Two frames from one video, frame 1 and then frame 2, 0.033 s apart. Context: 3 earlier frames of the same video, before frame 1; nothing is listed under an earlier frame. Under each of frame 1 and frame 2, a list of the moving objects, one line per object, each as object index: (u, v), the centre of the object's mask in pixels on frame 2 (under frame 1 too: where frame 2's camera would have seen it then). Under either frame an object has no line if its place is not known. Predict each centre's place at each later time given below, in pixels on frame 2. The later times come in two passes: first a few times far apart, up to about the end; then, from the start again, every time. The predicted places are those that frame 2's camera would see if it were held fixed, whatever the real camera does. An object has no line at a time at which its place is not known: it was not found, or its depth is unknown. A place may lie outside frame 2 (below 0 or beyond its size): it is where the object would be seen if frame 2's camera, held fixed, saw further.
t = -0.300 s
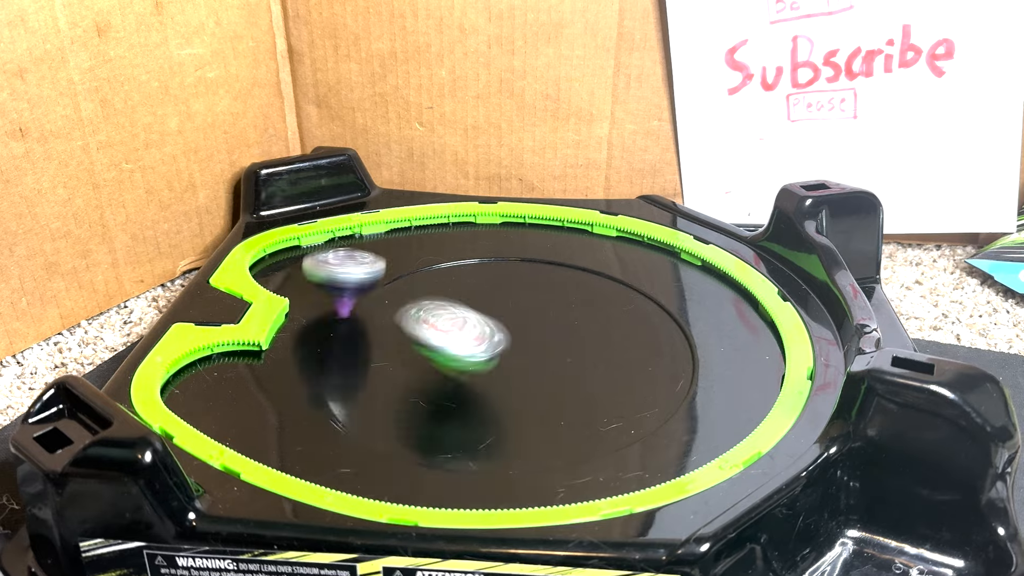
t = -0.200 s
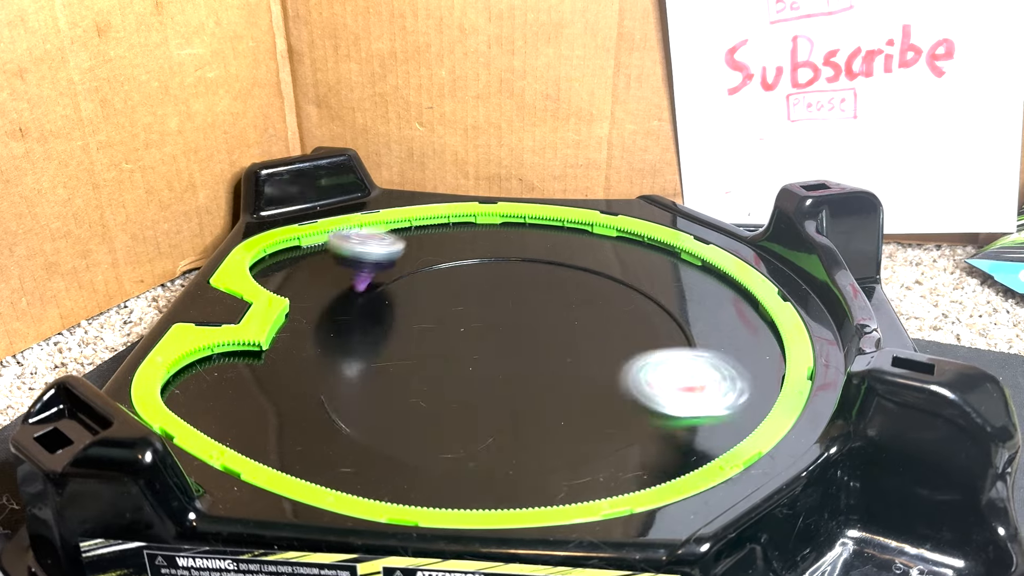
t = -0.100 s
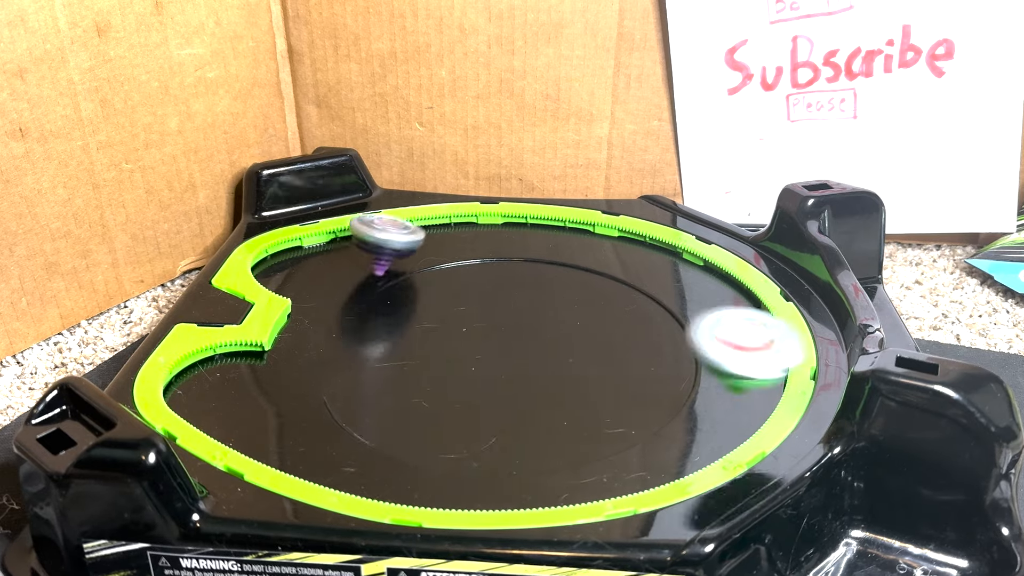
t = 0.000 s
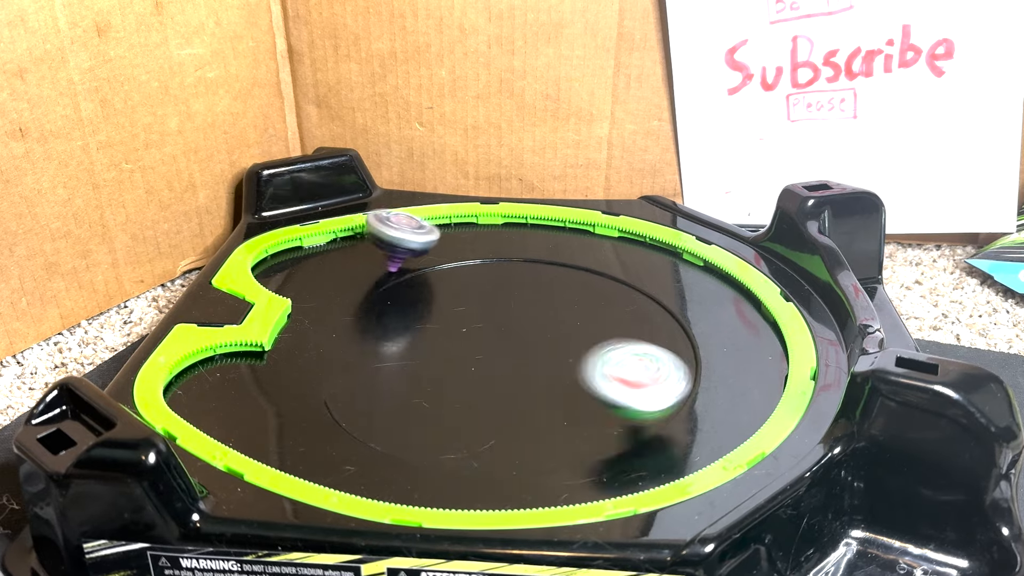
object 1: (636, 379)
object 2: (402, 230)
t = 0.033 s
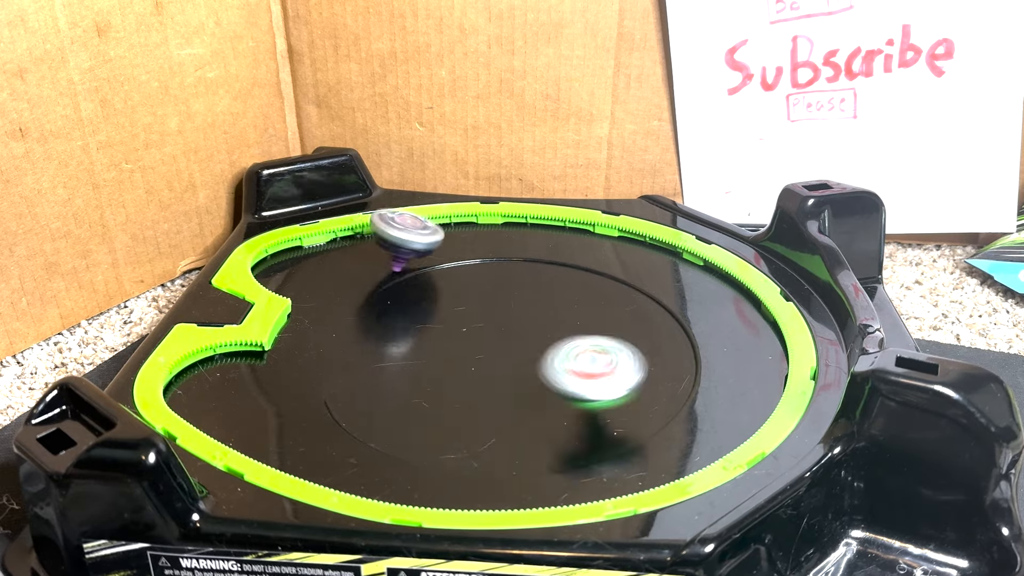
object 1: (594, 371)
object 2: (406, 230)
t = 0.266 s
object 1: (390, 319)
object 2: (455, 217)
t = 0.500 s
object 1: (385, 396)
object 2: (490, 223)
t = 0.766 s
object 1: (554, 390)
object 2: (520, 335)
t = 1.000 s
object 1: (676, 397)
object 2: (566, 268)
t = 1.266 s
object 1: (658, 242)
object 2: (574, 293)
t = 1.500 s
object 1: (525, 227)
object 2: (558, 380)
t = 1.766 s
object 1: (346, 283)
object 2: (492, 414)
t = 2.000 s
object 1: (304, 349)
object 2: (419, 348)
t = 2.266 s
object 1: (405, 392)
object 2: (418, 270)
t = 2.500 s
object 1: (539, 379)
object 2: (484, 295)
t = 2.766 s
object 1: (732, 354)
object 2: (400, 272)
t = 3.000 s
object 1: (701, 299)
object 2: (312, 217)
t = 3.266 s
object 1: (545, 284)
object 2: (340, 249)
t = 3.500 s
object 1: (462, 343)
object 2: (460, 273)
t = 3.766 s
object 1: (478, 423)
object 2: (596, 302)
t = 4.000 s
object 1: (526, 400)
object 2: (632, 348)
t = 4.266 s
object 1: (456, 337)
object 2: (560, 386)
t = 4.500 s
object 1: (382, 295)
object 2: (435, 365)
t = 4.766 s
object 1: (420, 272)
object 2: (378, 326)
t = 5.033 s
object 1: (574, 272)
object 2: (435, 299)
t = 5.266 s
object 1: (742, 274)
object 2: (443, 311)
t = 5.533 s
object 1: (672, 327)
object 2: (558, 331)
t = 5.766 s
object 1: (761, 335)
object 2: (376, 341)
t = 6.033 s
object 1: (643, 341)
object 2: (392, 376)
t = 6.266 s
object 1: (556, 378)
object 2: (414, 339)
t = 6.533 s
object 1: (529, 414)
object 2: (350, 292)
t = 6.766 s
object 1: (382, 378)
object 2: (526, 360)
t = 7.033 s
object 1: (339, 292)
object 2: (659, 387)
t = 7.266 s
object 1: (400, 235)
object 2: (555, 355)
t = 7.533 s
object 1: (487, 213)
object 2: (396, 292)
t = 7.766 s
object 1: (589, 236)
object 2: (437, 282)
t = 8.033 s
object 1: (718, 295)
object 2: (544, 313)
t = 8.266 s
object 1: (706, 373)
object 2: (584, 321)
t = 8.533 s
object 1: (500, 446)
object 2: (559, 330)
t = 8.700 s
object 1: (350, 438)
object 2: (542, 335)
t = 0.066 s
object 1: (553, 360)
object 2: (410, 231)
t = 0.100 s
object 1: (518, 346)
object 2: (414, 233)
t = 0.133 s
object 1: (487, 331)
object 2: (418, 236)
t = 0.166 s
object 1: (461, 316)
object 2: (422, 244)
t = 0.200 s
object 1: (437, 305)
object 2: (428, 249)
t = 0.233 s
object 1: (414, 304)
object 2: (442, 229)
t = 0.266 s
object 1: (390, 319)
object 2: (455, 217)
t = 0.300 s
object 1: (371, 335)
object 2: (469, 211)
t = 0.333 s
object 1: (358, 347)
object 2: (481, 200)
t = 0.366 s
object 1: (353, 358)
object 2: (491, 191)
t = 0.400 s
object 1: (353, 369)
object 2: (490, 194)
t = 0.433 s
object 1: (360, 379)
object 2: (489, 208)
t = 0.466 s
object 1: (371, 388)
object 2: (490, 214)
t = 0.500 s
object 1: (385, 396)
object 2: (490, 223)
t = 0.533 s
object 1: (403, 402)
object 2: (491, 233)
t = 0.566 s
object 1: (424, 407)
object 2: (493, 250)
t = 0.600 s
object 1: (446, 409)
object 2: (495, 262)
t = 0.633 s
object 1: (470, 409)
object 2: (499, 278)
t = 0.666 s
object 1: (494, 407)
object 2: (503, 293)
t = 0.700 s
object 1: (516, 403)
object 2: (509, 310)
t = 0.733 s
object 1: (537, 396)
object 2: (515, 326)
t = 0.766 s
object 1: (554, 390)
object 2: (520, 335)
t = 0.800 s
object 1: (570, 380)
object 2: (523, 345)
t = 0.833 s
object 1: (588, 384)
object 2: (539, 316)
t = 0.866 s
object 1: (606, 407)
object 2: (547, 292)
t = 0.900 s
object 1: (623, 431)
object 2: (554, 283)
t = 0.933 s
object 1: (637, 444)
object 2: (561, 289)
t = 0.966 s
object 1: (658, 429)
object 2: (564, 272)
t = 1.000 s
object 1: (676, 397)
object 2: (566, 268)
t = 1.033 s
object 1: (688, 368)
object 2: (568, 261)
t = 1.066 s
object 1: (696, 341)
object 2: (570, 259)
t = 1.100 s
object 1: (699, 318)
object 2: (571, 258)
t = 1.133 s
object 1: (696, 297)
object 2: (572, 261)
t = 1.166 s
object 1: (691, 280)
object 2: (573, 265)
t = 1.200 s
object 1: (682, 264)
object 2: (574, 273)
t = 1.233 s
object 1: (672, 252)
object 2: (574, 282)
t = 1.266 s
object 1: (658, 242)
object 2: (574, 293)
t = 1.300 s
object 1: (642, 235)
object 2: (573, 306)
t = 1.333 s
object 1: (626, 231)
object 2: (572, 318)
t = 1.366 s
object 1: (607, 228)
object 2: (570, 331)
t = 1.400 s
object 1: (587, 227)
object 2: (568, 344)
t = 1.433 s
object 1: (567, 226)
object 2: (565, 357)
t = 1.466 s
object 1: (547, 226)
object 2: (562, 370)
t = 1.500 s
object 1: (525, 227)
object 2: (558, 380)
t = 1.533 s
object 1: (501, 230)
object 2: (555, 390)
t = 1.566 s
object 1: (476, 238)
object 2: (549, 397)
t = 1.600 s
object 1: (451, 244)
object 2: (542, 404)
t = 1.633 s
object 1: (426, 250)
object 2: (535, 409)
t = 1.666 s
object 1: (402, 258)
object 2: (527, 414)
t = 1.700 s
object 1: (380, 266)
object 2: (516, 417)
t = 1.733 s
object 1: (362, 274)
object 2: (505, 419)
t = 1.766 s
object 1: (346, 283)
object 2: (492, 414)
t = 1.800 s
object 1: (332, 292)
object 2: (480, 408)
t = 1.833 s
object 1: (323, 301)
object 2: (467, 402)
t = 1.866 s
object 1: (315, 310)
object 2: (455, 393)
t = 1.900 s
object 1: (310, 321)
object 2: (446, 385)
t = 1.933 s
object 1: (306, 331)
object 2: (435, 371)
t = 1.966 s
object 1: (304, 340)
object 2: (428, 359)
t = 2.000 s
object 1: (304, 349)
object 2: (419, 348)
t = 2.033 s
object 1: (306, 356)
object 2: (414, 335)
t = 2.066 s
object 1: (311, 362)
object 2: (409, 323)
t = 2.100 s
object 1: (318, 367)
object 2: (406, 311)
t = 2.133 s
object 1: (329, 372)
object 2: (405, 298)
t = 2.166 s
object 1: (345, 379)
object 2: (406, 288)
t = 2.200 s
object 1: (364, 384)
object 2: (408, 282)
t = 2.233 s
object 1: (384, 388)
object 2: (412, 271)
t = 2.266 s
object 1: (405, 392)
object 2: (418, 270)
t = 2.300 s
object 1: (427, 395)
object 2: (425, 267)
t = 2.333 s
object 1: (448, 396)
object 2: (434, 266)
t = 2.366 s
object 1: (468, 395)
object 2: (442, 271)
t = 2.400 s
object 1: (488, 393)
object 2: (453, 271)
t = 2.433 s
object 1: (507, 390)
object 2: (464, 279)
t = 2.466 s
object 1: (523, 385)
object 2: (475, 287)
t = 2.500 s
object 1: (539, 379)
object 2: (484, 295)
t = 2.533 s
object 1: (552, 372)
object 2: (494, 301)
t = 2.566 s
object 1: (563, 365)
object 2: (501, 311)
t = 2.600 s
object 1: (572, 356)
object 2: (505, 316)
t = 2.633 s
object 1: (591, 350)
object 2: (499, 320)
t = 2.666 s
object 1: (638, 356)
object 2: (474, 309)
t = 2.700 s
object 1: (679, 358)
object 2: (447, 297)
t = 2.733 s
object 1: (707, 350)
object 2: (422, 284)
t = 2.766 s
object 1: (732, 354)
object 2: (400, 272)
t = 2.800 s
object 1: (750, 354)
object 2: (381, 261)
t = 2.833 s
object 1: (767, 353)
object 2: (365, 252)
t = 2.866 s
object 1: (778, 348)
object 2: (349, 244)
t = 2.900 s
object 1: (760, 335)
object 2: (336, 235)
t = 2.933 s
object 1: (740, 322)
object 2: (325, 225)
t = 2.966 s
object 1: (720, 310)
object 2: (317, 218)
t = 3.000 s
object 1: (701, 299)
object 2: (312, 217)
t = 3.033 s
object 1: (683, 290)
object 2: (309, 221)
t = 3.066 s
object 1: (663, 286)
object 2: (307, 225)
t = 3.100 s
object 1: (643, 281)
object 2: (307, 230)
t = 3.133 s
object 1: (622, 278)
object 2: (309, 234)
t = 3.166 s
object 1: (601, 276)
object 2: (315, 237)
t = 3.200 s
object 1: (581, 277)
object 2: (321, 242)
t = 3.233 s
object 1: (562, 280)
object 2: (330, 244)
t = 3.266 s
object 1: (545, 284)
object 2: (340, 249)
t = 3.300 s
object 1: (531, 289)
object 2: (354, 253)
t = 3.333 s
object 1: (517, 295)
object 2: (368, 255)
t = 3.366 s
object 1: (504, 302)
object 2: (385, 259)
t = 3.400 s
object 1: (492, 309)
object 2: (400, 264)
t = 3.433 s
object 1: (480, 317)
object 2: (419, 270)
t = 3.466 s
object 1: (469, 326)
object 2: (438, 275)
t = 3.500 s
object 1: (462, 343)
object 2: (460, 273)
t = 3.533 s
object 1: (455, 359)
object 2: (480, 277)
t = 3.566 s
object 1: (450, 373)
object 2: (500, 278)
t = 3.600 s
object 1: (449, 385)
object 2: (520, 281)
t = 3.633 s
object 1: (452, 395)
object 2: (538, 285)
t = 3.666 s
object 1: (456, 404)
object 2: (554, 289)
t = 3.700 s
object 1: (463, 411)
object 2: (569, 293)
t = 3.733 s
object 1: (471, 418)
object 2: (584, 297)
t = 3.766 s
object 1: (478, 423)
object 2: (596, 302)
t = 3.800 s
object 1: (487, 426)
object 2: (608, 307)
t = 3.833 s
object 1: (497, 423)
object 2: (617, 313)
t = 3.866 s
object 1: (506, 419)
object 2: (625, 319)
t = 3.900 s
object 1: (513, 415)
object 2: (631, 326)
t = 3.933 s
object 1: (519, 411)
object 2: (634, 333)
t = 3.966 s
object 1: (523, 406)
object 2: (635, 341)
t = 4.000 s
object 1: (526, 400)
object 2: (632, 348)
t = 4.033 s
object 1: (527, 394)
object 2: (628, 355)
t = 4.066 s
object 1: (526, 388)
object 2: (620, 361)
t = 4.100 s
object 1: (524, 382)
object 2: (611, 367)
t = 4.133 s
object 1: (517, 374)
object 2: (600, 372)
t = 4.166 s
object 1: (500, 366)
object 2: (595, 375)
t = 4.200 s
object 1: (485, 356)
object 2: (587, 381)
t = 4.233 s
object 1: (470, 346)
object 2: (575, 386)
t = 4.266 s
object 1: (456, 337)
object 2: (560, 386)
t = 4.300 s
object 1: (443, 328)
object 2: (543, 386)
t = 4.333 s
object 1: (430, 321)
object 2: (524, 385)
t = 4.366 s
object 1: (417, 313)
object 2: (506, 383)
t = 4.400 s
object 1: (406, 307)
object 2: (487, 381)
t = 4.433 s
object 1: (396, 302)
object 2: (468, 377)
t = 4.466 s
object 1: (388, 298)
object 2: (450, 372)
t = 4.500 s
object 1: (382, 295)
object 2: (435, 365)
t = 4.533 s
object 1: (378, 293)
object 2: (421, 359)
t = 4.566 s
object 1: (376, 292)
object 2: (409, 351)
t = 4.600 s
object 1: (376, 290)
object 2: (399, 343)
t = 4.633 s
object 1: (378, 289)
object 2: (394, 336)
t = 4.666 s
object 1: (387, 284)
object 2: (385, 335)
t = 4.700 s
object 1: (396, 280)
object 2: (380, 334)
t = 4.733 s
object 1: (408, 275)
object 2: (377, 328)
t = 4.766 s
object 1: (420, 272)
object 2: (378, 326)
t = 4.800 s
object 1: (433, 269)
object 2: (383, 323)
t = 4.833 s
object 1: (447, 268)
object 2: (391, 319)
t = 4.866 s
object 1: (461, 268)
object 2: (402, 315)
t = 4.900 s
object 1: (475, 268)
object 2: (416, 312)
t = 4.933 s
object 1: (488, 270)
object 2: (431, 309)
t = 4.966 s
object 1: (501, 273)
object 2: (447, 305)
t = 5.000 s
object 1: (531, 272)
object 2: (447, 303)
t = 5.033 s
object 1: (574, 272)
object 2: (435, 299)
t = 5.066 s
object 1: (614, 269)
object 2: (426, 300)
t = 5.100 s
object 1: (650, 267)
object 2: (420, 292)
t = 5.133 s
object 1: (676, 262)
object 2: (417, 300)
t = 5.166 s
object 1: (704, 268)
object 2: (419, 300)
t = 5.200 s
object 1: (724, 268)
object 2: (423, 305)
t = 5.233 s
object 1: (737, 269)
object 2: (431, 306)
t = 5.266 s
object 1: (742, 274)
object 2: (443, 311)
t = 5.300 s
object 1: (739, 281)
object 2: (458, 314)
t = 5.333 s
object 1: (734, 289)
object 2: (474, 318)
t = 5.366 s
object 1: (725, 295)
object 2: (492, 320)
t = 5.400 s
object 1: (714, 300)
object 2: (510, 323)
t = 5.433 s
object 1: (701, 305)
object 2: (529, 326)
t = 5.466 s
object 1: (685, 313)
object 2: (547, 329)
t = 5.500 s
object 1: (666, 322)
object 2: (566, 332)
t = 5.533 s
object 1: (672, 327)
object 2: (558, 331)
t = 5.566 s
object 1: (699, 327)
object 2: (526, 334)
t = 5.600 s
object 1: (718, 324)
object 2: (497, 341)
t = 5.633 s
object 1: (734, 333)
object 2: (467, 342)
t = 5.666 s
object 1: (751, 331)
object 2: (441, 343)
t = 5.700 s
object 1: (762, 332)
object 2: (417, 346)
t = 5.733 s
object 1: (763, 328)
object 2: (395, 343)
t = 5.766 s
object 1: (761, 335)
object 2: (376, 341)
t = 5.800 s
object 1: (751, 334)
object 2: (360, 345)
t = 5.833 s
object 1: (740, 334)
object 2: (350, 347)
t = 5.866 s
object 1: (727, 333)
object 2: (346, 350)
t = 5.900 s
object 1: (714, 332)
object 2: (346, 353)
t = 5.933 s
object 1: (698, 333)
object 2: (351, 358)
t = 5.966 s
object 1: (682, 334)
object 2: (361, 365)
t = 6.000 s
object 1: (664, 338)
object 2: (376, 373)
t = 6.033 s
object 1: (643, 341)
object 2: (392, 376)
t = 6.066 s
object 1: (621, 344)
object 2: (410, 385)
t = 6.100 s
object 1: (598, 346)
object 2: (428, 387)
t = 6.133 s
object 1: (573, 349)
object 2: (444, 388)
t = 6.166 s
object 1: (548, 352)
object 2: (460, 388)
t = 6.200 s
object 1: (531, 357)
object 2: (472, 381)
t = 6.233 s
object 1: (539, 369)
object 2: (446, 350)
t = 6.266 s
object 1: (556, 378)
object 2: (414, 339)
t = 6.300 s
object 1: (568, 385)
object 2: (388, 340)
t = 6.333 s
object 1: (577, 391)
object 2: (368, 319)
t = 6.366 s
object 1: (580, 397)
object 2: (348, 313)
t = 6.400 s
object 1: (579, 403)
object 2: (335, 300)
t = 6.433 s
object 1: (572, 407)
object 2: (326, 291)
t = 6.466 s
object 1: (562, 410)
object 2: (323, 285)
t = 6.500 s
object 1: (547, 413)
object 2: (335, 288)
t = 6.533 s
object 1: (529, 414)
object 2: (350, 292)
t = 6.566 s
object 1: (508, 413)
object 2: (370, 296)
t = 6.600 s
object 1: (486, 412)
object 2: (389, 301)
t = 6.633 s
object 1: (464, 408)
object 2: (410, 319)
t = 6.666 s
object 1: (442, 402)
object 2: (438, 328)
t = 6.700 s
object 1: (420, 396)
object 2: (466, 339)
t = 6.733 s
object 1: (400, 388)
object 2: (497, 349)
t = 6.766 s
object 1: (382, 378)
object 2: (526, 360)
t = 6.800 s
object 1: (366, 368)
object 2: (559, 369)
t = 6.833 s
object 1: (354, 356)
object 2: (590, 376)
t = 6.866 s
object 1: (344, 344)
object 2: (621, 380)
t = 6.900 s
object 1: (337, 333)
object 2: (646, 385)
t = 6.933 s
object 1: (334, 322)
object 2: (657, 382)
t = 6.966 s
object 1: (333, 311)
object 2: (661, 386)
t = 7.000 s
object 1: (335, 301)
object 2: (664, 385)
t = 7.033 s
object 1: (339, 292)
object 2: (659, 387)
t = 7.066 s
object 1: (345, 283)
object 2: (649, 385)
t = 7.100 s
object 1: (353, 275)
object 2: (637, 374)
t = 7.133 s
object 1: (362, 267)
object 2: (627, 368)
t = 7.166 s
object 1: (372, 259)
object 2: (614, 365)
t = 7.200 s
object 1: (381, 251)
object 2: (597, 362)
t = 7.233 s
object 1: (391, 243)
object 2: (574, 359)
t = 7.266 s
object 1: (400, 235)
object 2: (555, 355)
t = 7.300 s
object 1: (410, 228)
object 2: (528, 348)
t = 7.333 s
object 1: (421, 222)
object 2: (504, 342)
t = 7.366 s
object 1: (431, 216)
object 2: (478, 333)
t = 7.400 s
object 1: (443, 211)
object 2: (456, 327)
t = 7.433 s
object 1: (453, 209)
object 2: (435, 316)
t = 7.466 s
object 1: (463, 211)
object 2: (417, 308)
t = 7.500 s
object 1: (475, 212)
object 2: (405, 302)
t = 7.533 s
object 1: (487, 213)
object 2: (396, 292)
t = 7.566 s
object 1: (500, 215)
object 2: (393, 287)
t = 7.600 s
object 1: (513, 218)
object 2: (394, 282)
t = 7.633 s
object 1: (527, 220)
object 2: (398, 278)
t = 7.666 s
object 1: (542, 223)
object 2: (404, 278)
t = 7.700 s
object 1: (557, 227)
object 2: (414, 279)
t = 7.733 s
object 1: (573, 231)
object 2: (425, 280)
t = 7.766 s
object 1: (589, 236)
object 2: (437, 282)
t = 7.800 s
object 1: (606, 242)
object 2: (449, 286)
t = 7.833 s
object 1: (622, 247)
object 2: (462, 289)
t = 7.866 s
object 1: (639, 254)
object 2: (476, 293)
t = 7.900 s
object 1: (655, 261)
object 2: (489, 299)
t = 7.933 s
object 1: (672, 269)
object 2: (503, 302)
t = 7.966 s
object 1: (688, 277)
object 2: (517, 307)
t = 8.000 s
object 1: (703, 286)
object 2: (531, 311)
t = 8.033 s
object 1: (718, 295)
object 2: (544, 313)
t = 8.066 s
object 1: (732, 305)
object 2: (555, 315)
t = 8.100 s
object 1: (746, 315)
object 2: (566, 318)
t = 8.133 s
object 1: (758, 326)
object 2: (574, 319)
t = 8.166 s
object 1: (751, 339)
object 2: (580, 320)
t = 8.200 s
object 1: (738, 351)
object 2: (583, 321)
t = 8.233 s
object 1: (723, 361)
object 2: (584, 321)
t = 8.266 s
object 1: (706, 373)
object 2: (584, 321)
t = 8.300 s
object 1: (687, 384)
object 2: (584, 321)
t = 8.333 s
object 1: (666, 396)
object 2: (584, 322)
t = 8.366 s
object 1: (641, 410)
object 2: (583, 323)
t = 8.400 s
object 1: (618, 418)
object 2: (580, 323)
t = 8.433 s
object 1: (592, 428)
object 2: (573, 324)
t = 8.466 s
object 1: (562, 437)
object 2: (568, 326)
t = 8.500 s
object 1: (532, 442)
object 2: (563, 329)
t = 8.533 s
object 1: (500, 446)
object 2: (559, 330)
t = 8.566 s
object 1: (468, 448)
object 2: (554, 332)
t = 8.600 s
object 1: (436, 448)
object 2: (550, 333)
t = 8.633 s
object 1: (406, 447)
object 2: (546, 334)
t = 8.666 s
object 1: (376, 443)
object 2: (544, 335)
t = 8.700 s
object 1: (350, 438)
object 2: (542, 335)
